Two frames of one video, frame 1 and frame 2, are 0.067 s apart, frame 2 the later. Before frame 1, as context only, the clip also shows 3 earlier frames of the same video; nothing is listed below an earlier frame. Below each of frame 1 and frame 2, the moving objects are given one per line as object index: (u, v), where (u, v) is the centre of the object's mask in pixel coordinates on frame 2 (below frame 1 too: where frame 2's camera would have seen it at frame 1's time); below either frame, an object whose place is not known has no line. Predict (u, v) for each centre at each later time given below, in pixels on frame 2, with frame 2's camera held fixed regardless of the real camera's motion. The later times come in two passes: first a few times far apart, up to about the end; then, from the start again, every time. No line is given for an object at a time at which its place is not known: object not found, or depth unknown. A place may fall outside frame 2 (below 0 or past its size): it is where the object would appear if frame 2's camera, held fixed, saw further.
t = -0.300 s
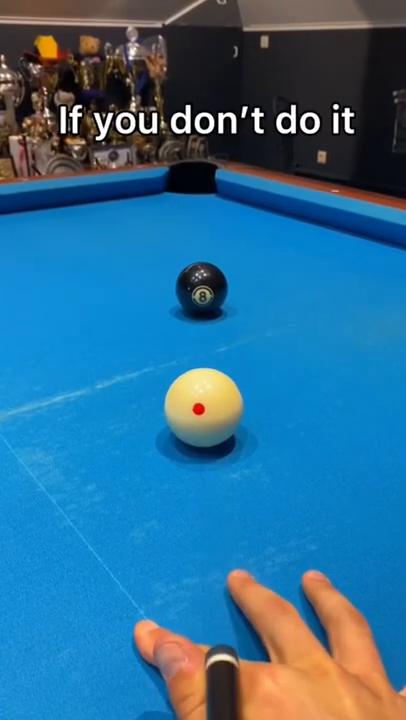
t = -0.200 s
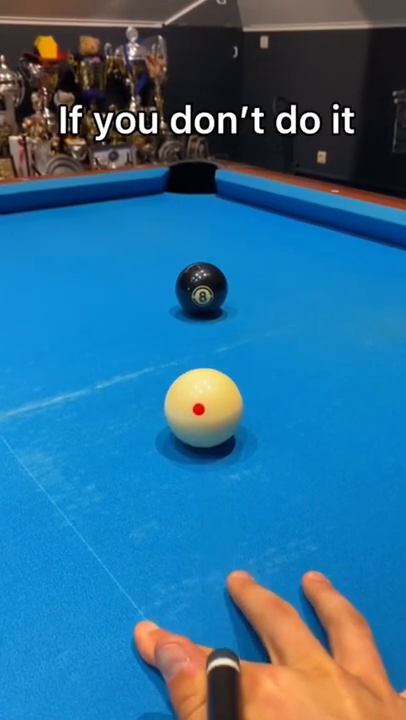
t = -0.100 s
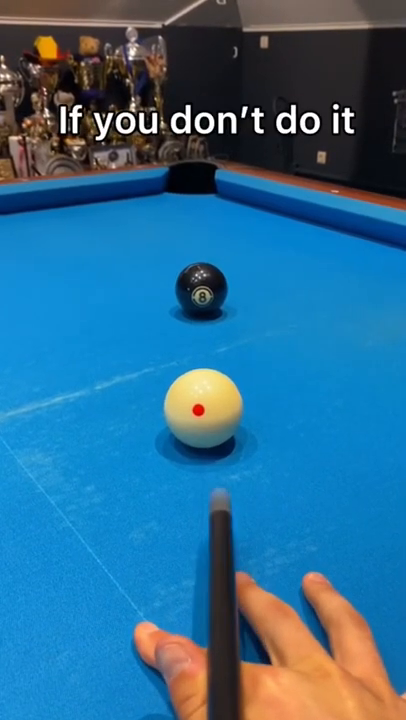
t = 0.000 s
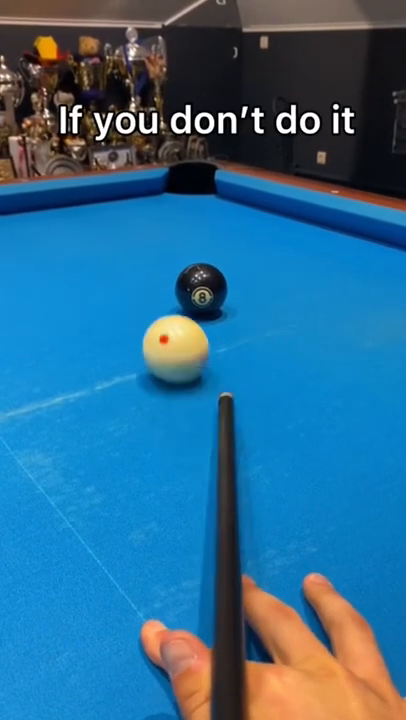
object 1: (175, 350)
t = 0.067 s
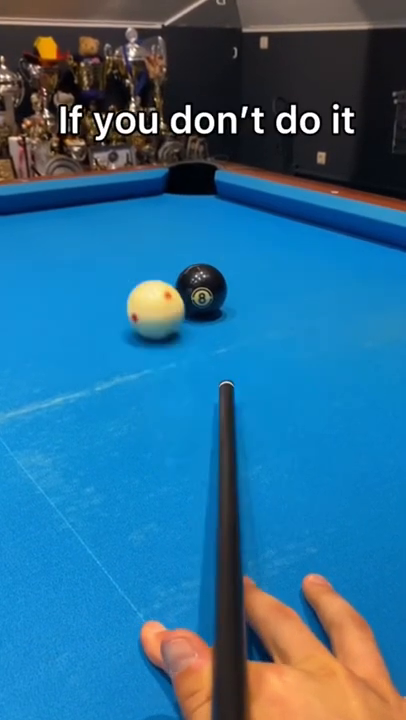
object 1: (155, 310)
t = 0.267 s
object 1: (122, 247)
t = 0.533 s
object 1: (98, 202)
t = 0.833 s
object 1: (175, 203)
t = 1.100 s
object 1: (281, 216)
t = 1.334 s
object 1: (356, 231)
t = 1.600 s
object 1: (396, 256)
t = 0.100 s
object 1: (147, 294)
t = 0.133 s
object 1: (141, 282)
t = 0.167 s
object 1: (135, 272)
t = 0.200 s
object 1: (131, 263)
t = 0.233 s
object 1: (127, 255)
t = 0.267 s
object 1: (122, 247)
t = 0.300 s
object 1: (119, 240)
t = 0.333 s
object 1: (115, 234)
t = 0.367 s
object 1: (112, 228)
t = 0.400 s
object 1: (108, 222)
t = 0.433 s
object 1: (106, 217)
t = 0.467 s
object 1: (103, 211)
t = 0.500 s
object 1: (101, 207)
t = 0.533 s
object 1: (98, 202)
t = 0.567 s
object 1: (96, 198)
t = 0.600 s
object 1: (94, 194)
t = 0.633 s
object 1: (102, 194)
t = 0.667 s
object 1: (114, 196)
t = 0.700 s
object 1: (126, 197)
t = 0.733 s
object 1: (138, 199)
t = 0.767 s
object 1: (150, 200)
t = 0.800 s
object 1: (162, 201)
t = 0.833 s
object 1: (175, 203)
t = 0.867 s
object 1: (187, 205)
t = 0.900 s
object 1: (200, 206)
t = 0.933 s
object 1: (213, 208)
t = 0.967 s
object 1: (226, 209)
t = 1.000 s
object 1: (239, 211)
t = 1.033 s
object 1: (253, 213)
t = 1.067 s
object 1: (267, 214)
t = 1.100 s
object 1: (281, 216)
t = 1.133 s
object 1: (295, 218)
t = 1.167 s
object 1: (309, 219)
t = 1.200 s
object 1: (324, 221)
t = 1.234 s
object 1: (339, 223)
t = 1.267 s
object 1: (346, 226)
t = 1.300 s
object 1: (351, 228)
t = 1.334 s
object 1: (356, 231)
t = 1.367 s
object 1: (362, 233)
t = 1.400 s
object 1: (367, 236)
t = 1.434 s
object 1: (373, 239)
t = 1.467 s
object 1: (379, 242)
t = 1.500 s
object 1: (385, 246)
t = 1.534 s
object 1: (390, 249)
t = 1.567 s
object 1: (393, 252)
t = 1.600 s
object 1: (396, 256)
